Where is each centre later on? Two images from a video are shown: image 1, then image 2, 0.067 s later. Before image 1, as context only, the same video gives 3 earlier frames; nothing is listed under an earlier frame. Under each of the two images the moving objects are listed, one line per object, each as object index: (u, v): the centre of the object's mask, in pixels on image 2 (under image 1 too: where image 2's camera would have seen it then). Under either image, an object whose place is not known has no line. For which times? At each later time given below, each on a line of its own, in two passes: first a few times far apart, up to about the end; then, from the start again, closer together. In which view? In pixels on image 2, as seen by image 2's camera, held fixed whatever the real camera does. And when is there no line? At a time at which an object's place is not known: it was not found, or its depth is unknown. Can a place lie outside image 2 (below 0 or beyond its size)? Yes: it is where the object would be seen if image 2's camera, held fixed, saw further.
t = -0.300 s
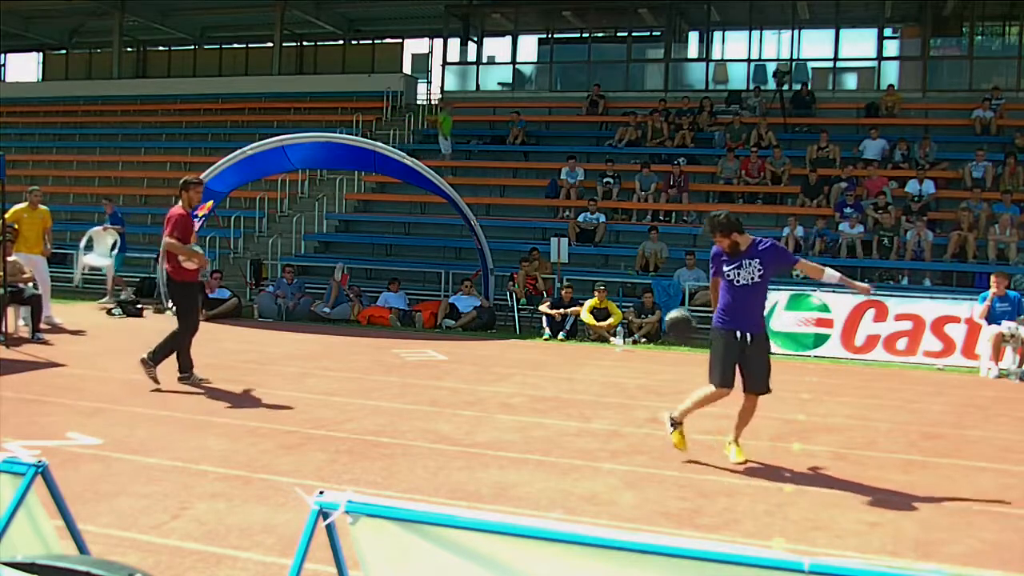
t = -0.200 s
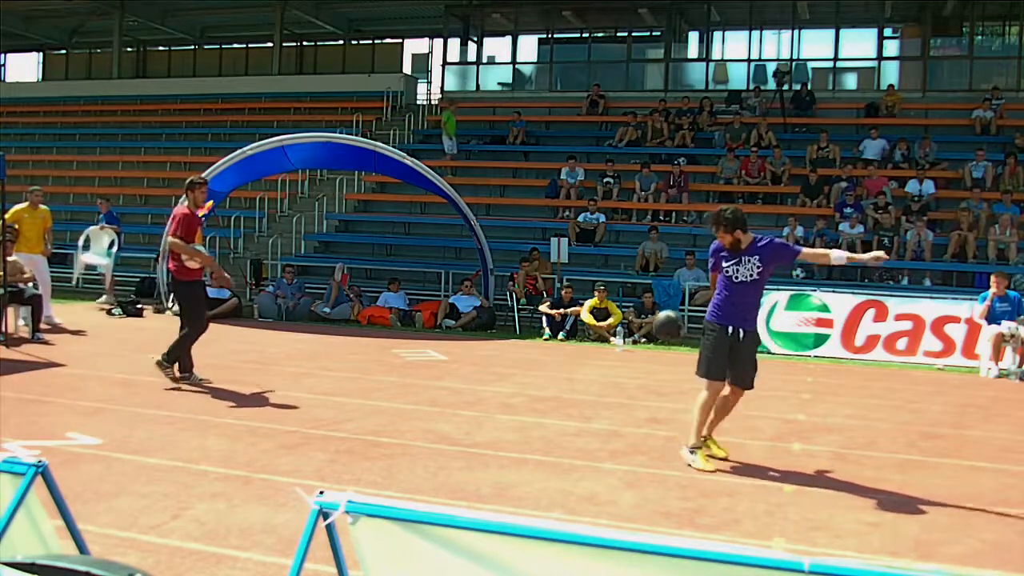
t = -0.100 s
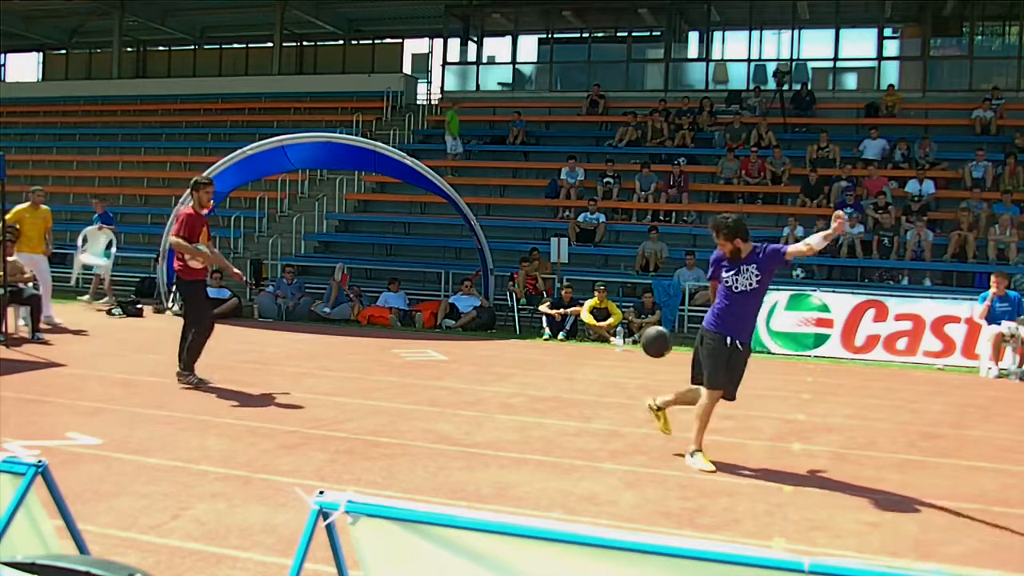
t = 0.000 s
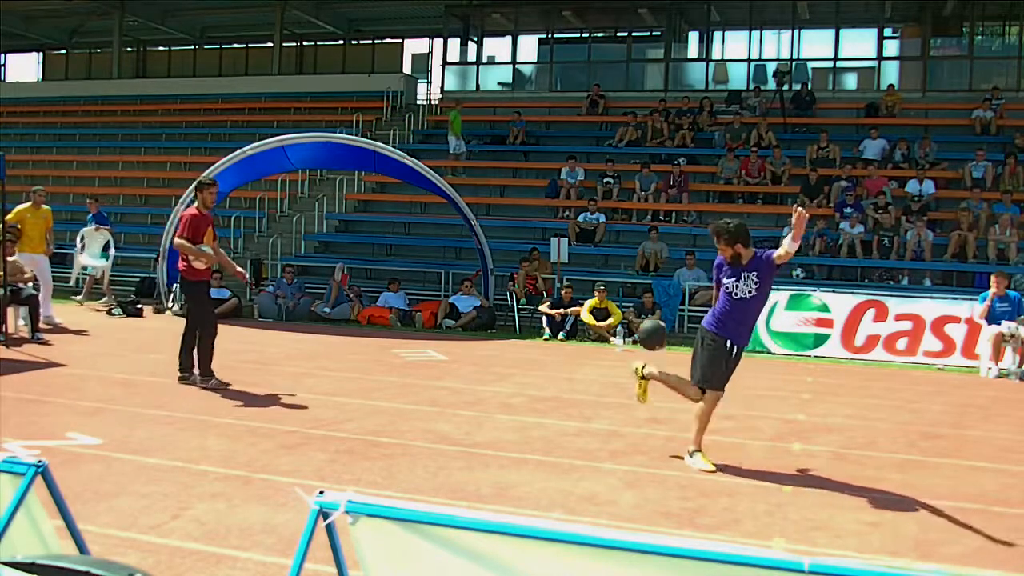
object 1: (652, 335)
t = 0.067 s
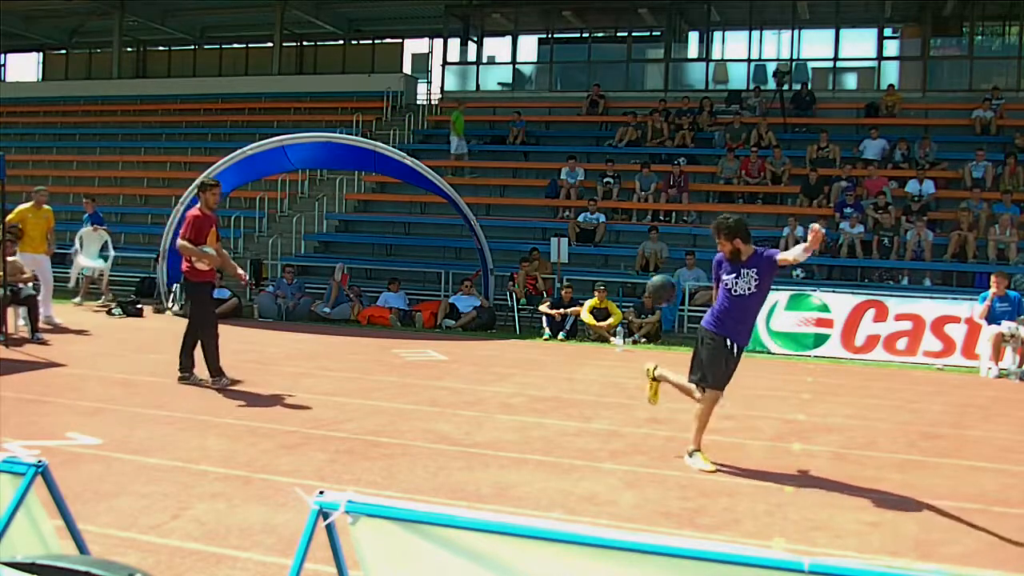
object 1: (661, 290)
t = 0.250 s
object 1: (685, 194)
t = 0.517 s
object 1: (715, 137)
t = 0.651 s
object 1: (729, 148)
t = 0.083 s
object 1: (664, 279)
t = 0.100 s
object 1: (666, 269)
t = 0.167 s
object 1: (677, 232)
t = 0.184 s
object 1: (678, 224)
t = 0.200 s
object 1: (679, 216)
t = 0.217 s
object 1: (680, 208)
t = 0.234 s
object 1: (683, 200)
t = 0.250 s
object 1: (685, 194)
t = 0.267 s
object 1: (687, 187)
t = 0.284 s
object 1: (689, 181)
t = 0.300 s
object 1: (691, 175)
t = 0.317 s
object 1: (693, 170)
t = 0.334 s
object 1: (695, 165)
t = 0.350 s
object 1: (697, 160)
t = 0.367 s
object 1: (699, 155)
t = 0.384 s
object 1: (700, 152)
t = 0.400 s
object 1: (702, 149)
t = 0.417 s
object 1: (705, 147)
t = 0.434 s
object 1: (707, 144)
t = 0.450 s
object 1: (709, 142)
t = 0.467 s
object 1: (711, 140)
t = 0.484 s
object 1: (712, 139)
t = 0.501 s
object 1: (714, 138)
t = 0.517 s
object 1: (715, 137)
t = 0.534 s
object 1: (718, 137)
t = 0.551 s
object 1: (720, 137)
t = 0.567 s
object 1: (723, 138)
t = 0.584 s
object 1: (724, 139)
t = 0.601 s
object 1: (726, 141)
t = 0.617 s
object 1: (727, 143)
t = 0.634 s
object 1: (728, 145)
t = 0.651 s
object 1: (729, 148)
